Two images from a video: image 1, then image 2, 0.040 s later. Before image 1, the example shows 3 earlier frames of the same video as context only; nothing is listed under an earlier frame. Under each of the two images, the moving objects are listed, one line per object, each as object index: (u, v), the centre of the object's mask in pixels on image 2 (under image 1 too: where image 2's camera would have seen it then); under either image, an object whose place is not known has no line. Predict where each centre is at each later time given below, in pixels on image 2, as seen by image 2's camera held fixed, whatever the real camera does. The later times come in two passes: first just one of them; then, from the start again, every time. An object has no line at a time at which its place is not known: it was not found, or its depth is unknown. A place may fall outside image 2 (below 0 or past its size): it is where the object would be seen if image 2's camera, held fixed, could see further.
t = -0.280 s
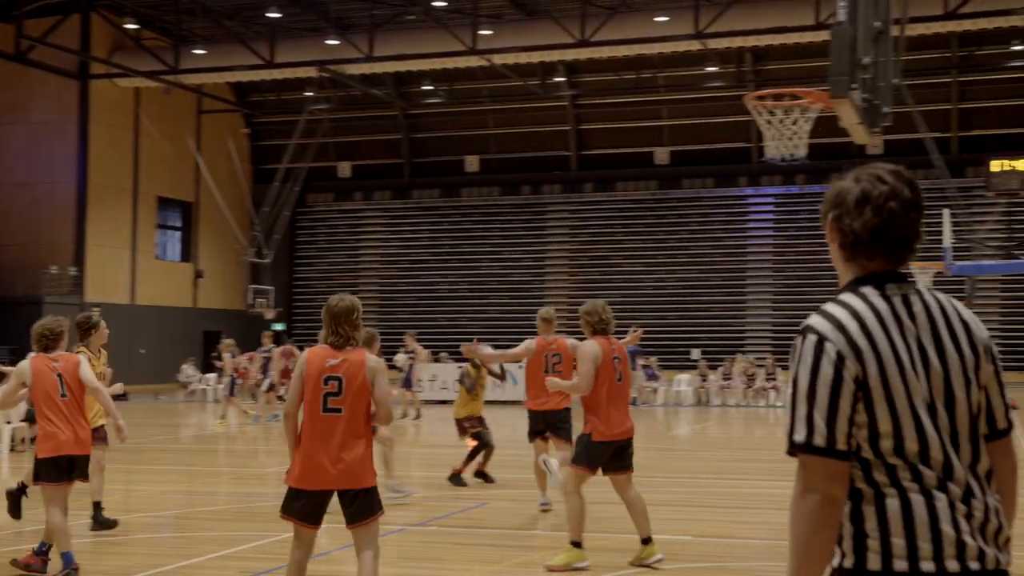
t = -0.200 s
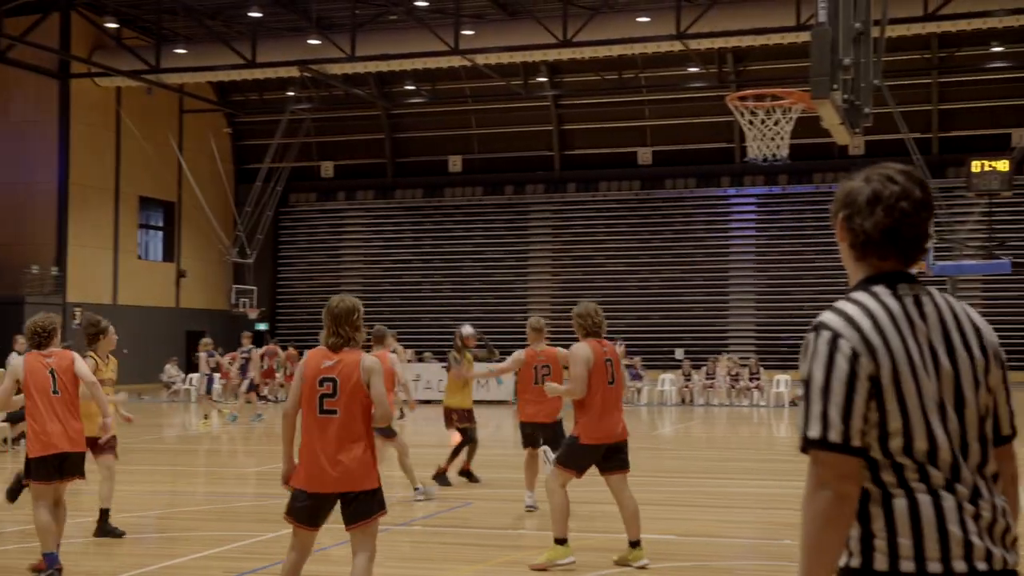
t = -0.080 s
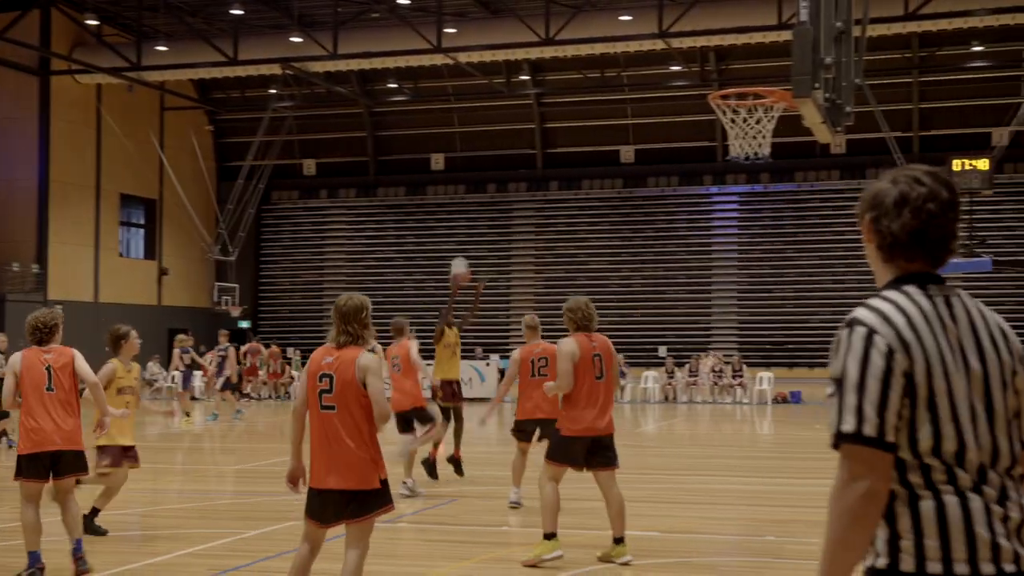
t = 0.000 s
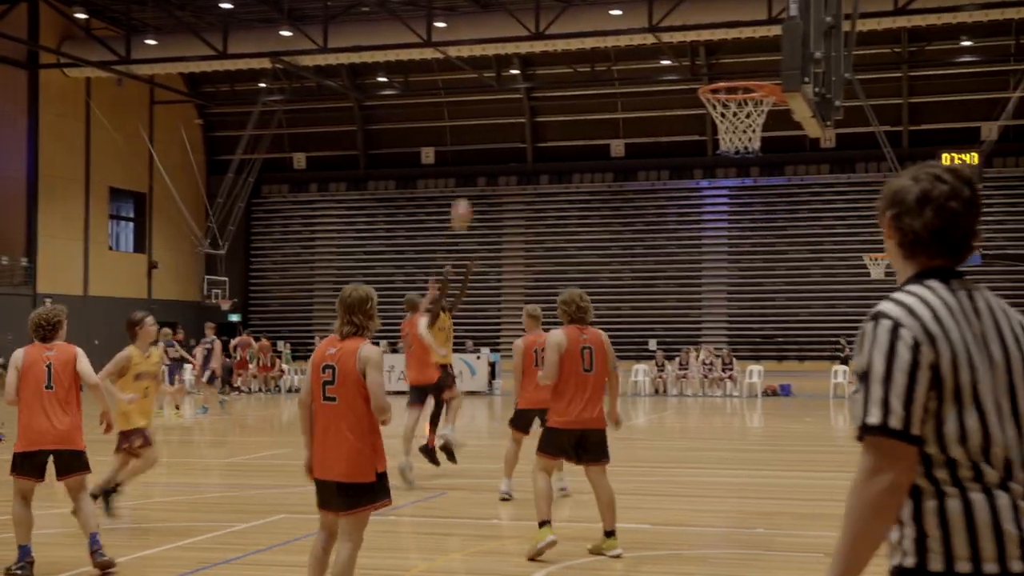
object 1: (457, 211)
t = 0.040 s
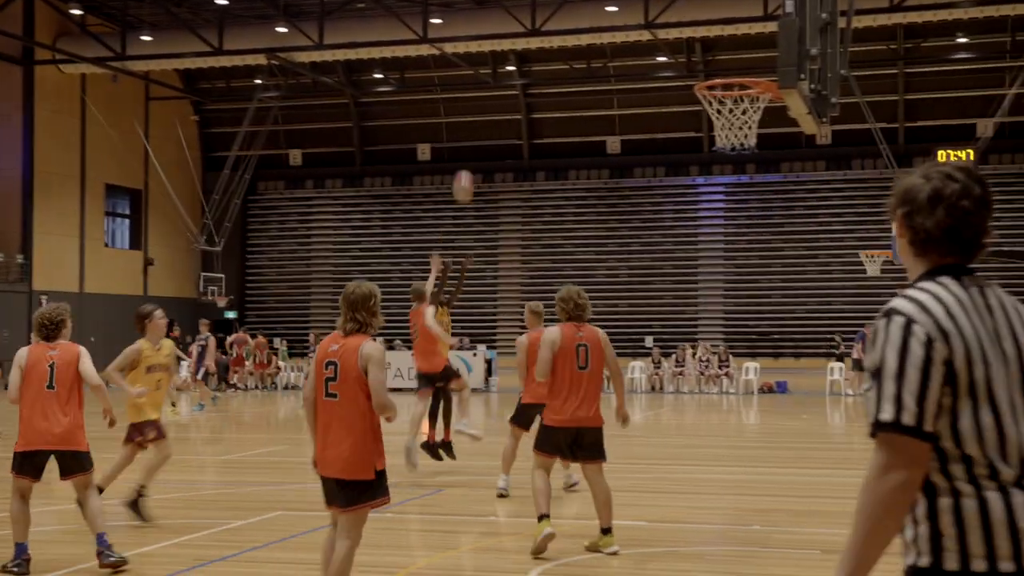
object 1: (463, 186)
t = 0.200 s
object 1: (487, 94)
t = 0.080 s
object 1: (469, 161)
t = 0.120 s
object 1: (474, 139)
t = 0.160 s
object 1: (481, 117)
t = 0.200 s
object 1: (487, 94)
